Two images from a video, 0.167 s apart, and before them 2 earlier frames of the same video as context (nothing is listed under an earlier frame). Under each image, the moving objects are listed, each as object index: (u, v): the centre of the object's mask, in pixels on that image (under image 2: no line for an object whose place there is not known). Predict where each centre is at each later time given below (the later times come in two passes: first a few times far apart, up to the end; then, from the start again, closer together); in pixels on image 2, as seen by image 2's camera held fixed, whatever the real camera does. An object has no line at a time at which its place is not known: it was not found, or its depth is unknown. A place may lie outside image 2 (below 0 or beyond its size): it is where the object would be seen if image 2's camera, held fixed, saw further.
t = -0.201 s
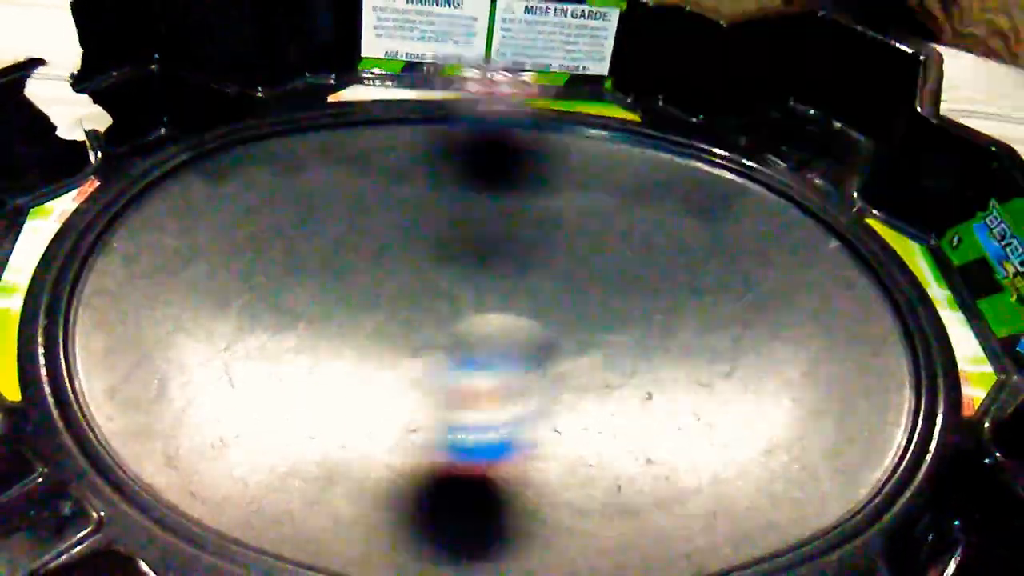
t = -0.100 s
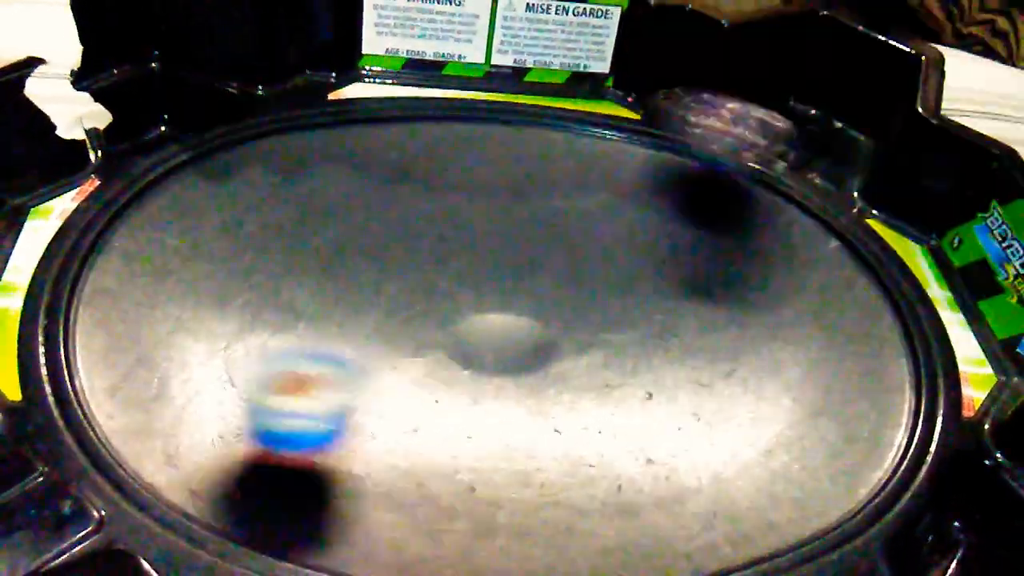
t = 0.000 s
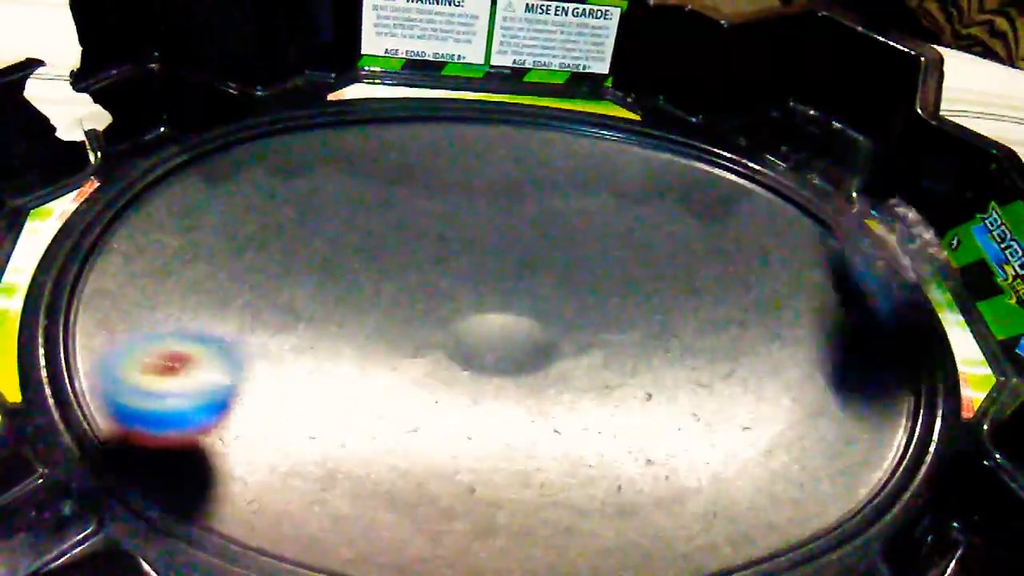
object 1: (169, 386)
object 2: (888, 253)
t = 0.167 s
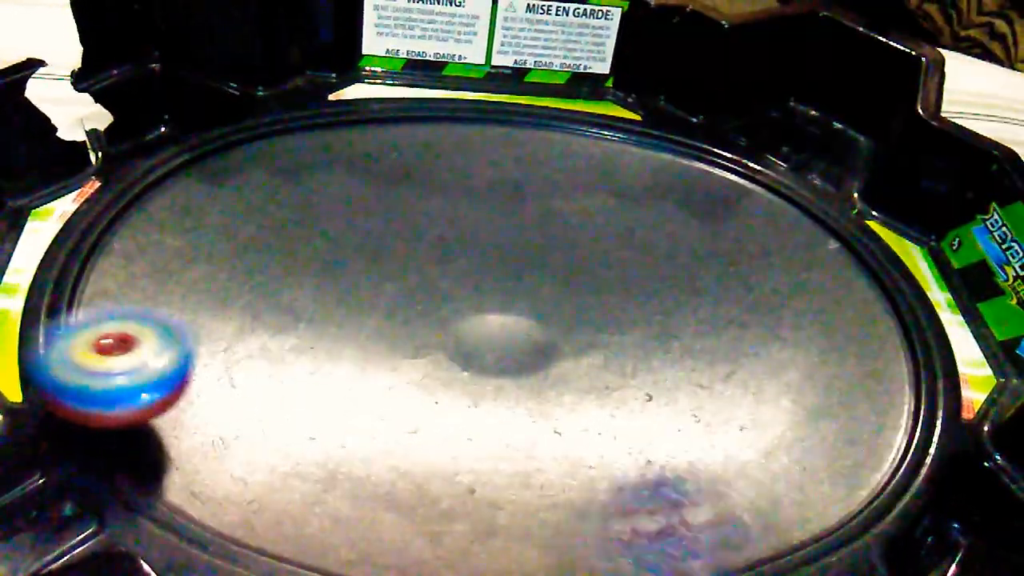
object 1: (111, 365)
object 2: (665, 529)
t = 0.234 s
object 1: (148, 363)
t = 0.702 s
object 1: (587, 179)
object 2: (133, 332)
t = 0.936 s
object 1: (737, 413)
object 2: (359, 299)
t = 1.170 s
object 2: (584, 337)
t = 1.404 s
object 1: (470, 323)
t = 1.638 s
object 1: (343, 164)
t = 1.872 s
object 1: (259, 215)
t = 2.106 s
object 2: (471, 262)
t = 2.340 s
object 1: (572, 348)
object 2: (544, 223)
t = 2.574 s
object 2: (558, 187)
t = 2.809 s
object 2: (546, 220)
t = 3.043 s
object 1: (637, 282)
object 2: (403, 284)
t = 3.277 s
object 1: (690, 274)
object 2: (145, 247)
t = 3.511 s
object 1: (653, 270)
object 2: (135, 246)
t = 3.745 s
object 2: (304, 318)
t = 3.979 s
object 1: (677, 418)
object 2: (432, 366)
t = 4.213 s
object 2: (434, 395)
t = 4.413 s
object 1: (812, 309)
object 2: (486, 412)
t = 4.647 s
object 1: (535, 286)
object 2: (569, 397)
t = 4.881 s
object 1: (263, 344)
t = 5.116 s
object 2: (660, 323)
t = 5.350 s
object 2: (658, 292)
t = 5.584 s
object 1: (506, 354)
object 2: (622, 272)
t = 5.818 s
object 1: (390, 222)
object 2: (583, 269)
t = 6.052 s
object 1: (261, 219)
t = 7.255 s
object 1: (317, 313)
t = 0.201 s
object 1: (126, 365)
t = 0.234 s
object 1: (148, 363)
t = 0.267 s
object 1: (173, 364)
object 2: (292, 509)
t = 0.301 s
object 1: (205, 338)
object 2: (188, 468)
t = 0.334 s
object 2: (141, 452)
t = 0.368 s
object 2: (100, 454)
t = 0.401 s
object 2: (86, 442)
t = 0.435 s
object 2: (80, 418)
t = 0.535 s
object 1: (425, 79)
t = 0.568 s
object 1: (459, 98)
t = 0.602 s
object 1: (493, 112)
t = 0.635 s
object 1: (524, 133)
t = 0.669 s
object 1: (553, 153)
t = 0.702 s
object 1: (587, 179)
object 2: (133, 332)
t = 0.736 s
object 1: (616, 208)
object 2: (161, 323)
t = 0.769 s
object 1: (643, 240)
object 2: (192, 317)
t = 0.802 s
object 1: (667, 271)
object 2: (226, 311)
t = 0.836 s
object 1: (692, 311)
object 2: (259, 307)
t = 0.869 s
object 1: (708, 344)
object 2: (290, 304)
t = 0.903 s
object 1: (724, 376)
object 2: (325, 300)
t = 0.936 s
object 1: (737, 413)
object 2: (359, 299)
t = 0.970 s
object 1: (744, 446)
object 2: (390, 301)
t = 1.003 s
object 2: (422, 301)
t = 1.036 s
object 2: (452, 307)
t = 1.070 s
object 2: (486, 311)
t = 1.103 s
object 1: (694, 516)
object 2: (519, 321)
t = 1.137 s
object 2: (551, 328)
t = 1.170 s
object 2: (584, 337)
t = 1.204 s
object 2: (610, 348)
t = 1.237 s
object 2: (634, 359)
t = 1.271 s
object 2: (658, 371)
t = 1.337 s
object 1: (497, 384)
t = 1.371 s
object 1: (482, 353)
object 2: (703, 405)
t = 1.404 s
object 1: (470, 323)
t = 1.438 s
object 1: (447, 288)
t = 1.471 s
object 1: (431, 259)
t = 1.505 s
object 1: (412, 232)
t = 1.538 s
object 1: (393, 208)
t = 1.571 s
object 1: (375, 189)
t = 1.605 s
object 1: (359, 174)
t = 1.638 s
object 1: (343, 164)
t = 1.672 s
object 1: (328, 157)
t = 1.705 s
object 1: (313, 157)
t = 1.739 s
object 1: (300, 160)
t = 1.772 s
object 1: (289, 168)
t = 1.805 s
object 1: (277, 181)
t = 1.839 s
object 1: (267, 196)
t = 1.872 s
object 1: (259, 215)
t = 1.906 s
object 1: (251, 233)
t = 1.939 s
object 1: (244, 254)
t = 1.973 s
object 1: (241, 277)
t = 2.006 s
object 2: (466, 297)
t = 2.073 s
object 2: (467, 273)
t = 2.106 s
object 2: (471, 262)
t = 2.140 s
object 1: (329, 362)
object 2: (477, 252)
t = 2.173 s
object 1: (367, 371)
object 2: (485, 243)
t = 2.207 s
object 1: (414, 374)
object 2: (494, 235)
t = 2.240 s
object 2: (504, 230)
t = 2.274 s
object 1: (501, 367)
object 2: (516, 226)
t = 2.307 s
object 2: (530, 223)
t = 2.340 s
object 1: (572, 348)
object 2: (544, 223)
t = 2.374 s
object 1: (604, 334)
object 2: (557, 225)
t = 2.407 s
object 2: (570, 227)
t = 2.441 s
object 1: (660, 301)
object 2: (578, 224)
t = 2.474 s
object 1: (704, 306)
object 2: (572, 211)
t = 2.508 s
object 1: (744, 311)
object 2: (567, 201)
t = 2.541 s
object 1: (780, 315)
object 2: (562, 193)
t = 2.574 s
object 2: (558, 187)
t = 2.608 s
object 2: (556, 184)
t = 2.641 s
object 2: (554, 183)
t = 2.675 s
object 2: (553, 186)
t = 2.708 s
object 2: (553, 192)
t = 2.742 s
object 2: (552, 199)
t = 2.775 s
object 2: (549, 209)
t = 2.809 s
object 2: (546, 220)
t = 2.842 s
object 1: (765, 306)
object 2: (541, 231)
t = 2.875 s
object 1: (733, 302)
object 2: (534, 242)
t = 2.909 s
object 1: (698, 298)
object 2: (527, 253)
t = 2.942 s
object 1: (663, 293)
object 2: (517, 264)
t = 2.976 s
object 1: (630, 287)
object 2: (503, 274)
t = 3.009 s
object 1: (626, 284)
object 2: (459, 281)
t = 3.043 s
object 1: (637, 282)
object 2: (403, 284)
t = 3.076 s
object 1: (649, 281)
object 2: (352, 280)
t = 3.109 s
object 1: (660, 280)
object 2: (308, 276)
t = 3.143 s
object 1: (669, 278)
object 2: (258, 271)
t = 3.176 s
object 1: (677, 277)
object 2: (221, 270)
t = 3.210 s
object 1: (684, 276)
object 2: (192, 264)
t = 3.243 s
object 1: (687, 275)
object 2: (166, 255)
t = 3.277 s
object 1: (690, 274)
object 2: (145, 247)
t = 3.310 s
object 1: (690, 273)
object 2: (132, 242)
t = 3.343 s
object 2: (117, 237)
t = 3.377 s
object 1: (685, 268)
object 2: (106, 234)
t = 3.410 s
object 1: (680, 267)
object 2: (101, 235)
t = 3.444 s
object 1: (672, 266)
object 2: (107, 237)
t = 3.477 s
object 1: (663, 268)
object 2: (120, 242)
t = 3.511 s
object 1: (653, 270)
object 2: (135, 246)
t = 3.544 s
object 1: (643, 275)
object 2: (152, 256)
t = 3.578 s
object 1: (633, 282)
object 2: (174, 264)
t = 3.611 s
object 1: (623, 291)
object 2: (192, 276)
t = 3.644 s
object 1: (615, 300)
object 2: (215, 287)
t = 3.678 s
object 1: (606, 311)
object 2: (245, 297)
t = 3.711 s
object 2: (274, 307)
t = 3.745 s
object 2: (304, 318)
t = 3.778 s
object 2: (336, 328)
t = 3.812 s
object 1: (582, 360)
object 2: (367, 339)
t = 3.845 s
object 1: (579, 371)
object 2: (397, 349)
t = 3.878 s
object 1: (577, 381)
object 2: (426, 358)
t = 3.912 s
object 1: (587, 387)
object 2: (443, 365)
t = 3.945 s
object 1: (630, 400)
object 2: (437, 365)
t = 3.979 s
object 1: (677, 418)
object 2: (432, 366)
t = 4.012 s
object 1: (723, 429)
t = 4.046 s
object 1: (765, 431)
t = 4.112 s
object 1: (829, 426)
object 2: (426, 380)
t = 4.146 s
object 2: (427, 384)
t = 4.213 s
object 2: (434, 395)
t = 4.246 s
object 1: (883, 377)
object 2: (441, 400)
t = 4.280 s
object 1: (880, 362)
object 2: (449, 405)
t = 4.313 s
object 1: (870, 348)
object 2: (458, 408)
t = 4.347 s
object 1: (856, 334)
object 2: (467, 410)
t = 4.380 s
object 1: (836, 321)
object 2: (476, 411)
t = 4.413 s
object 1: (812, 309)
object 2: (486, 412)
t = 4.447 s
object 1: (780, 299)
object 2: (497, 411)
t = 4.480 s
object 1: (749, 291)
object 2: (508, 410)
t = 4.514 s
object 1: (710, 286)
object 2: (521, 409)
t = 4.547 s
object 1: (671, 284)
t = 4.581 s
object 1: (625, 283)
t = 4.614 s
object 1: (581, 283)
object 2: (558, 400)
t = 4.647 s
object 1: (535, 286)
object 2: (569, 397)
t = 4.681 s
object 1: (490, 291)
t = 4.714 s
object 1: (443, 297)
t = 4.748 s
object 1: (402, 304)
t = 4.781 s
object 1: (363, 312)
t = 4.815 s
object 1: (323, 321)
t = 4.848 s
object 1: (289, 332)
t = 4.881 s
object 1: (263, 344)
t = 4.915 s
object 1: (236, 359)
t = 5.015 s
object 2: (649, 340)
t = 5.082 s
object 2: (657, 328)
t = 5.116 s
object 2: (660, 323)
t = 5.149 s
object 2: (661, 318)
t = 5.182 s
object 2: (662, 313)
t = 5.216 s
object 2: (662, 308)
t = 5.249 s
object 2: (663, 305)
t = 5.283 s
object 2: (662, 300)
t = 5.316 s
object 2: (660, 296)
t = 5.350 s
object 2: (658, 292)
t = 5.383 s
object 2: (655, 289)
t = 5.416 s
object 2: (651, 287)
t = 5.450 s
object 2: (648, 284)
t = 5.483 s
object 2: (643, 280)
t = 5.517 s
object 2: (637, 277)
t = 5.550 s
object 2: (631, 274)
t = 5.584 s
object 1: (506, 354)
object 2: (622, 272)
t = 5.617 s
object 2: (615, 271)
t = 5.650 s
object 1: (495, 307)
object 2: (605, 269)
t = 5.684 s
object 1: (482, 287)
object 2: (599, 269)
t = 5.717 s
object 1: (459, 269)
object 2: (598, 268)
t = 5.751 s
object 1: (436, 252)
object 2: (594, 268)
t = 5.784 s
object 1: (412, 235)
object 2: (590, 268)
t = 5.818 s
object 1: (390, 222)
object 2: (583, 269)
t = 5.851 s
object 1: (369, 213)
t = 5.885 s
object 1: (350, 209)
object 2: (566, 271)
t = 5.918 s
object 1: (328, 206)
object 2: (557, 272)
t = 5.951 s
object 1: (310, 205)
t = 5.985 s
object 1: (293, 207)
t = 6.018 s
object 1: (276, 213)
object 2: (525, 280)
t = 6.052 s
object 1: (261, 219)
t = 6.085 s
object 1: (246, 228)
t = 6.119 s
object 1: (235, 239)
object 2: (486, 288)
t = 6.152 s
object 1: (223, 251)
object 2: (471, 290)
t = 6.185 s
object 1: (215, 262)
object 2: (456, 292)
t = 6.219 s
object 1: (212, 274)
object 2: (438, 293)
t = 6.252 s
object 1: (212, 286)
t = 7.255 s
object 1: (317, 313)
